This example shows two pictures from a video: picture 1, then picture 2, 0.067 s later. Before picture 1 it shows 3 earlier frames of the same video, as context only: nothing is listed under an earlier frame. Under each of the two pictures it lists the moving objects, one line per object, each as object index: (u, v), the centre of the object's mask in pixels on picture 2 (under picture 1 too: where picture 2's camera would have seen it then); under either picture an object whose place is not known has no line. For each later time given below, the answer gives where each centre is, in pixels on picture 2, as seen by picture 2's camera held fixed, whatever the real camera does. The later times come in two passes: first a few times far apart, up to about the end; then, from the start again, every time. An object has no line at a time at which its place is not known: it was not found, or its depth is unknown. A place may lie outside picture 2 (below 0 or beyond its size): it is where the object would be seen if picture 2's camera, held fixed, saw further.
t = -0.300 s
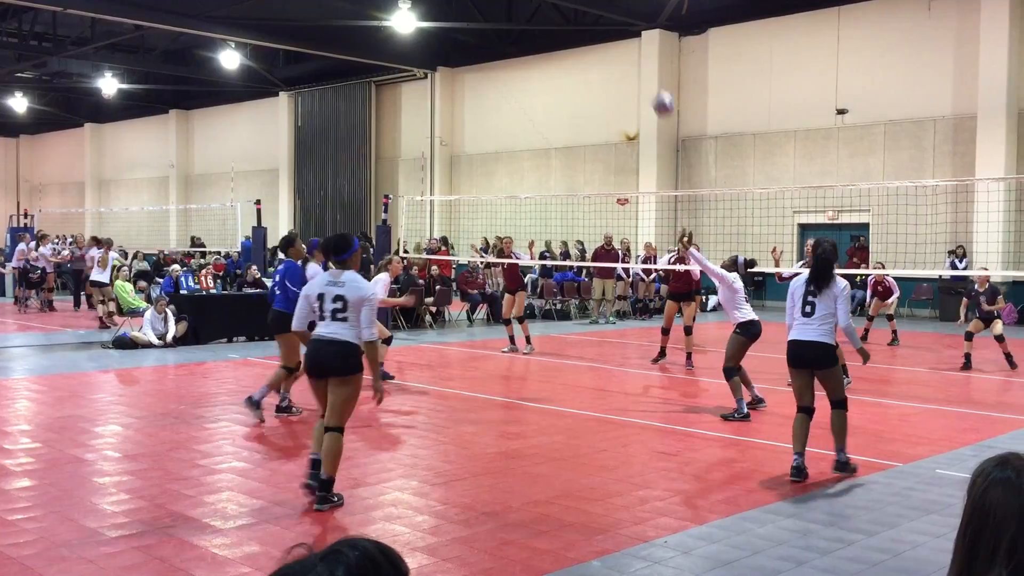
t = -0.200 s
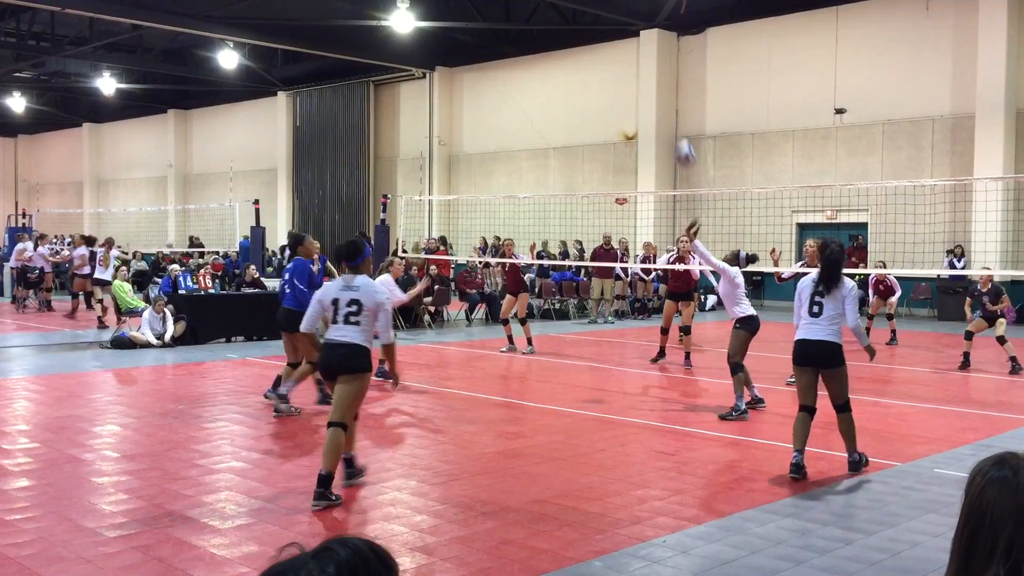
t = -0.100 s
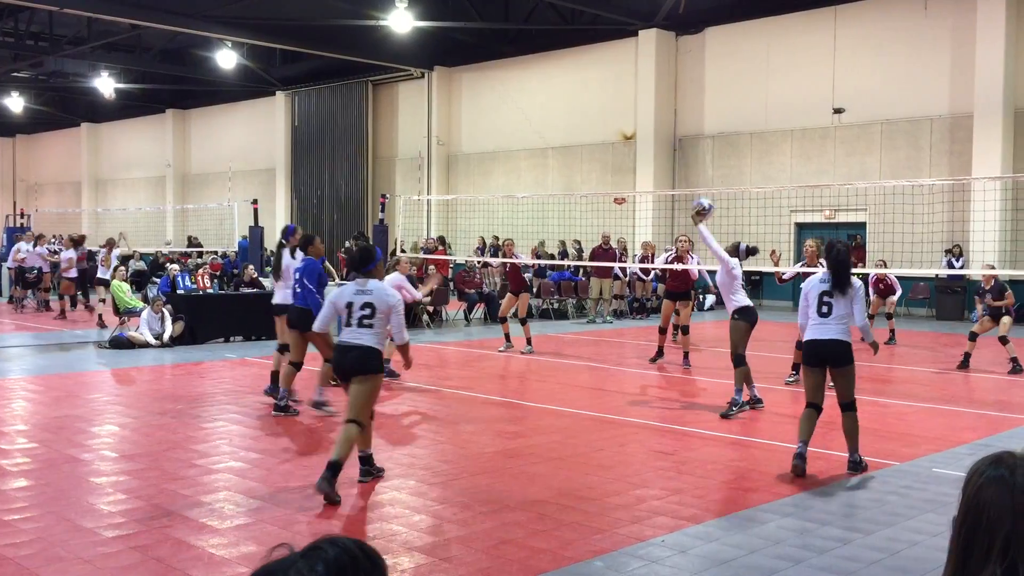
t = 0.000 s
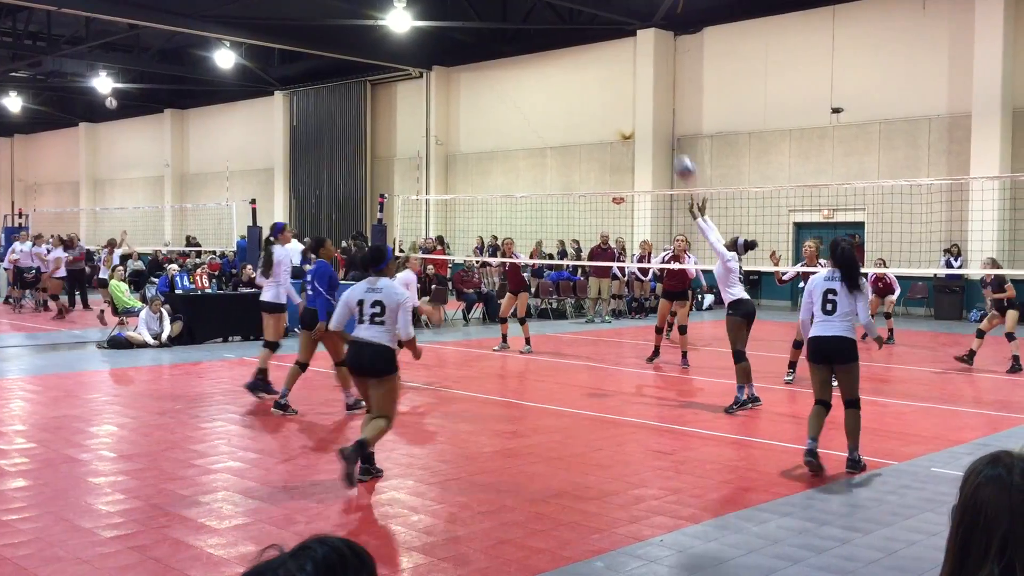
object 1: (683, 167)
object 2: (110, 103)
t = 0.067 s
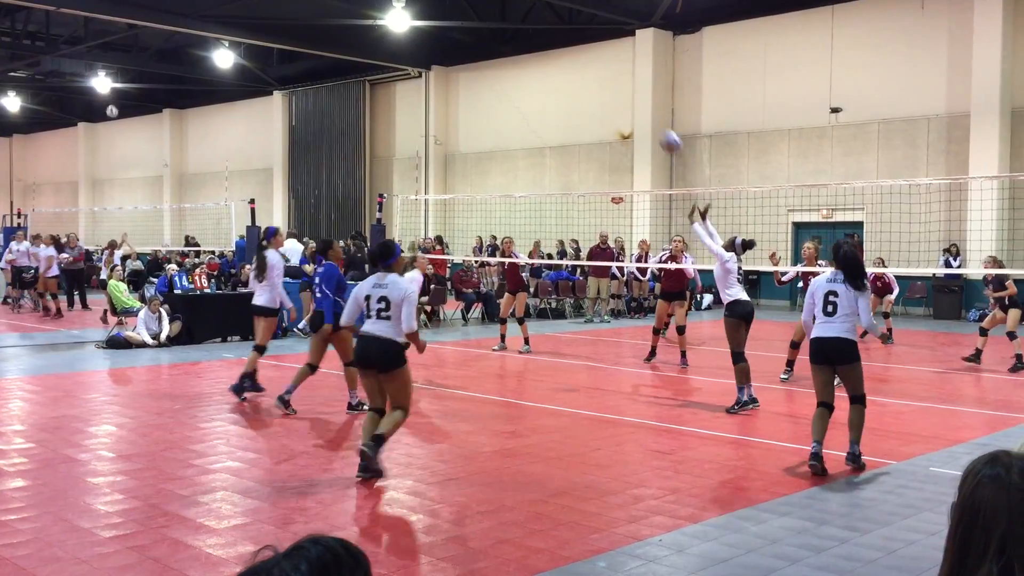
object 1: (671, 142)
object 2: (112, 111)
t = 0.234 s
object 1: (640, 99)
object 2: (117, 143)
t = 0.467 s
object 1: (600, 87)
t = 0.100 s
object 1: (664, 132)
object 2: (113, 115)
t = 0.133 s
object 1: (658, 121)
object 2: (114, 121)
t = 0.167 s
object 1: (652, 113)
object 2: (115, 128)
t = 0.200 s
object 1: (646, 105)
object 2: (117, 135)
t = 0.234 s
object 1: (640, 99)
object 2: (117, 143)
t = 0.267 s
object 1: (634, 95)
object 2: (118, 151)
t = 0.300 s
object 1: (628, 91)
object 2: (120, 160)
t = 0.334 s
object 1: (622, 88)
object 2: (121, 168)
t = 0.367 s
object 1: (617, 86)
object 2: (121, 179)
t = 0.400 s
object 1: (612, 85)
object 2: (123, 188)
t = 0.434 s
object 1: (606, 86)
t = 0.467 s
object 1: (600, 87)
